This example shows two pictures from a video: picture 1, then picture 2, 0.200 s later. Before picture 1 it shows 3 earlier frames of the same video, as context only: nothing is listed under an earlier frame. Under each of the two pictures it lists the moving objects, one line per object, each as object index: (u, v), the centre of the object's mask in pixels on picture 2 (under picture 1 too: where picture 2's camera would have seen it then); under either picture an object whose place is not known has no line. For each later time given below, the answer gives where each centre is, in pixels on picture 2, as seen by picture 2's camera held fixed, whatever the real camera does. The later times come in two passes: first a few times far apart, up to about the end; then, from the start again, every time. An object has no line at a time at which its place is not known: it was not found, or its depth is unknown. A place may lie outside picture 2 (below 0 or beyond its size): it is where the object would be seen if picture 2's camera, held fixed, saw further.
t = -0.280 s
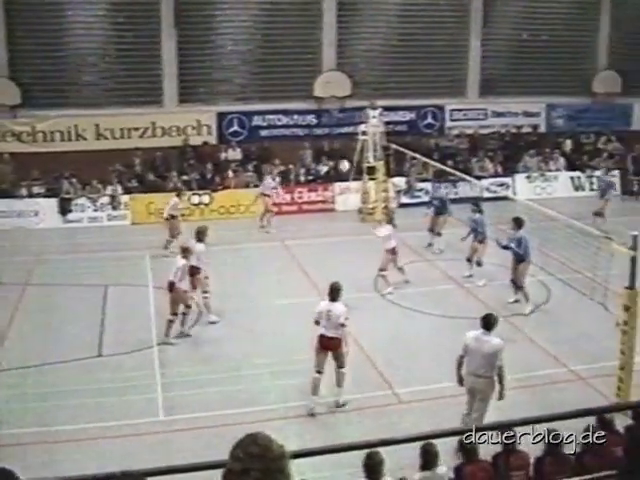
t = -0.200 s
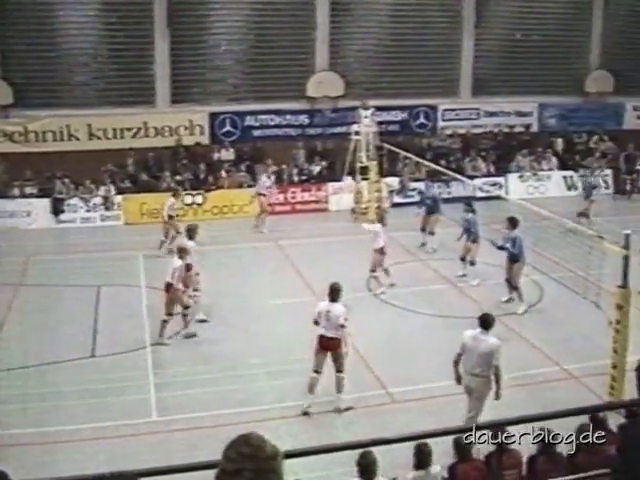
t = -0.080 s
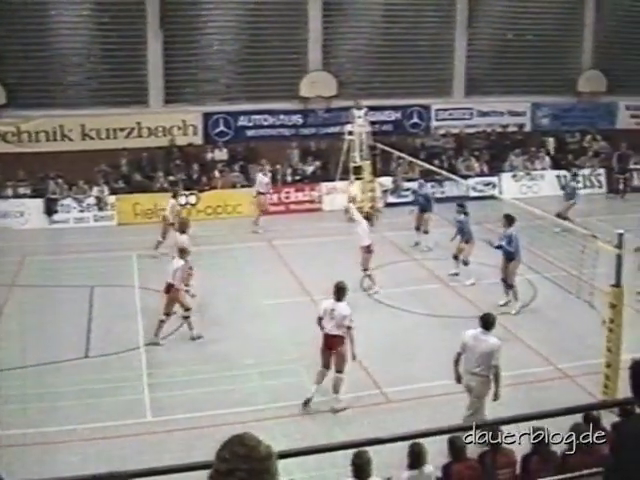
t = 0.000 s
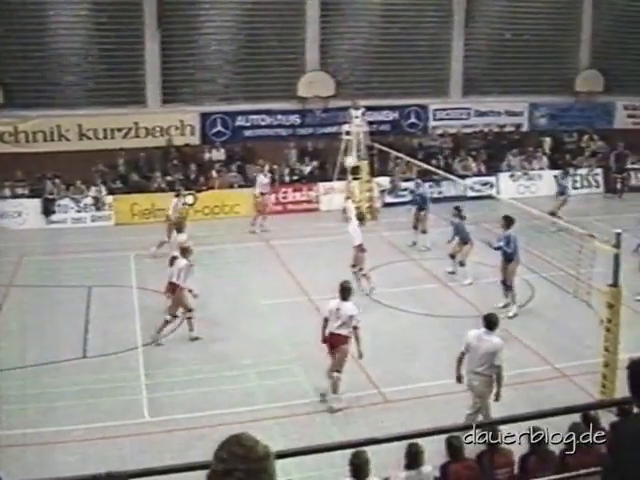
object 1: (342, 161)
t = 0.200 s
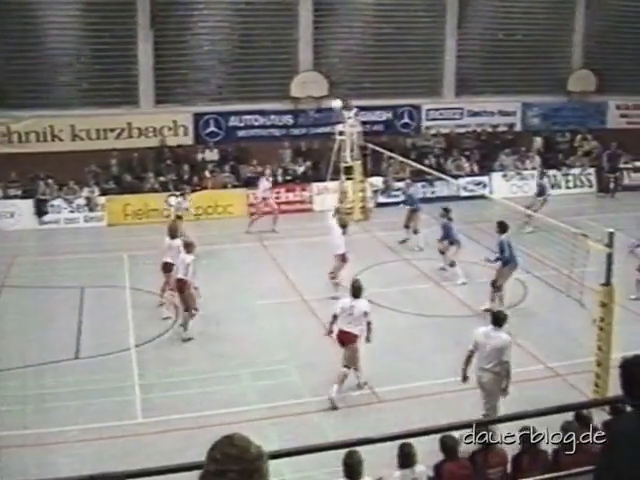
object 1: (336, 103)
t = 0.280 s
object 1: (335, 88)
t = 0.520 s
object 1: (326, 60)
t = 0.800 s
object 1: (319, 63)
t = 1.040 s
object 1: (312, 91)
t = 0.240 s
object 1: (335, 95)
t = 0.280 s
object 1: (335, 88)
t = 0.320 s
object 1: (332, 81)
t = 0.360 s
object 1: (331, 75)
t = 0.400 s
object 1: (330, 70)
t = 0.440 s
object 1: (328, 66)
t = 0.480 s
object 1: (327, 62)
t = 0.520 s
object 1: (326, 60)
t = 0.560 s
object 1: (325, 59)
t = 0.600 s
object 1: (324, 58)
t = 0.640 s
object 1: (323, 58)
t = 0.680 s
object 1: (322, 58)
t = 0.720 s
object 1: (321, 59)
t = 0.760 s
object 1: (320, 61)
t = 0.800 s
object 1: (319, 63)
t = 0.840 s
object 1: (318, 66)
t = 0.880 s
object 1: (318, 69)
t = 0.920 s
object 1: (316, 73)
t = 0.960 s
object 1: (315, 78)
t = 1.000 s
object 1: (314, 84)
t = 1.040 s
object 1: (312, 91)
